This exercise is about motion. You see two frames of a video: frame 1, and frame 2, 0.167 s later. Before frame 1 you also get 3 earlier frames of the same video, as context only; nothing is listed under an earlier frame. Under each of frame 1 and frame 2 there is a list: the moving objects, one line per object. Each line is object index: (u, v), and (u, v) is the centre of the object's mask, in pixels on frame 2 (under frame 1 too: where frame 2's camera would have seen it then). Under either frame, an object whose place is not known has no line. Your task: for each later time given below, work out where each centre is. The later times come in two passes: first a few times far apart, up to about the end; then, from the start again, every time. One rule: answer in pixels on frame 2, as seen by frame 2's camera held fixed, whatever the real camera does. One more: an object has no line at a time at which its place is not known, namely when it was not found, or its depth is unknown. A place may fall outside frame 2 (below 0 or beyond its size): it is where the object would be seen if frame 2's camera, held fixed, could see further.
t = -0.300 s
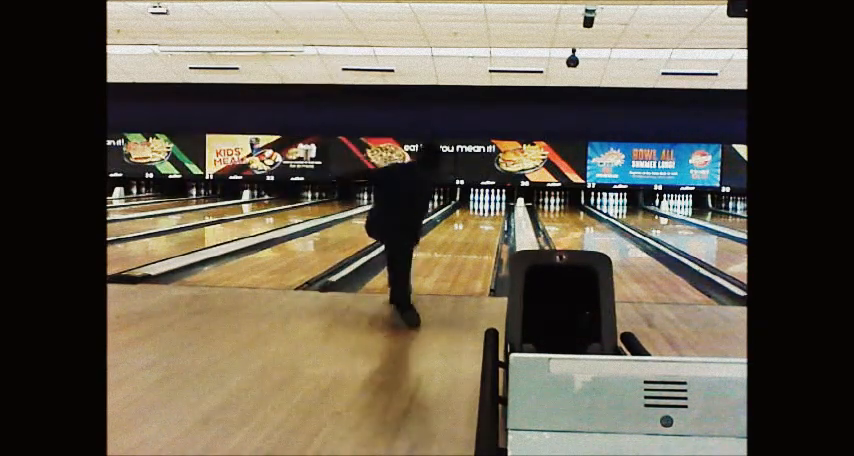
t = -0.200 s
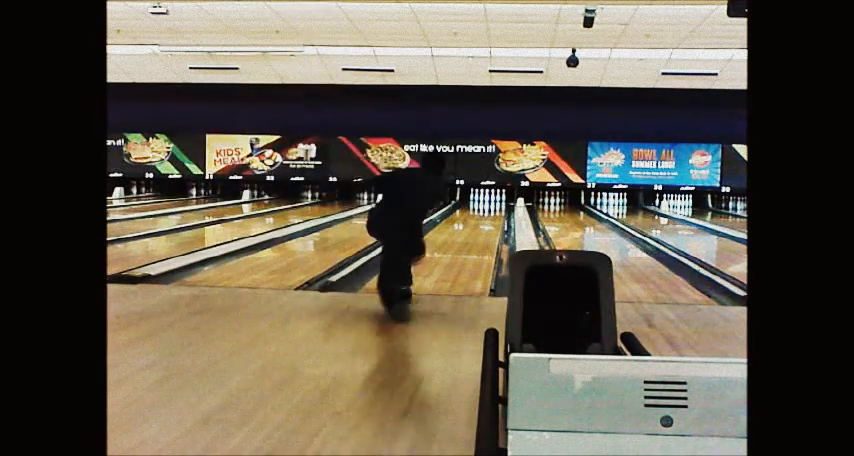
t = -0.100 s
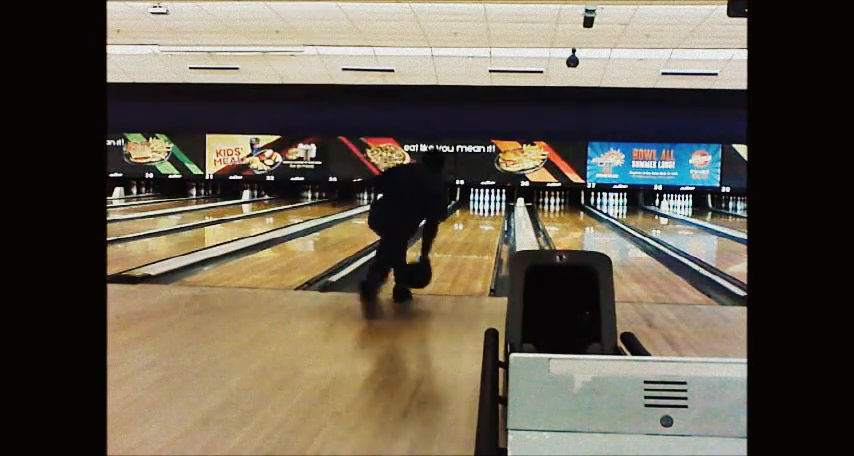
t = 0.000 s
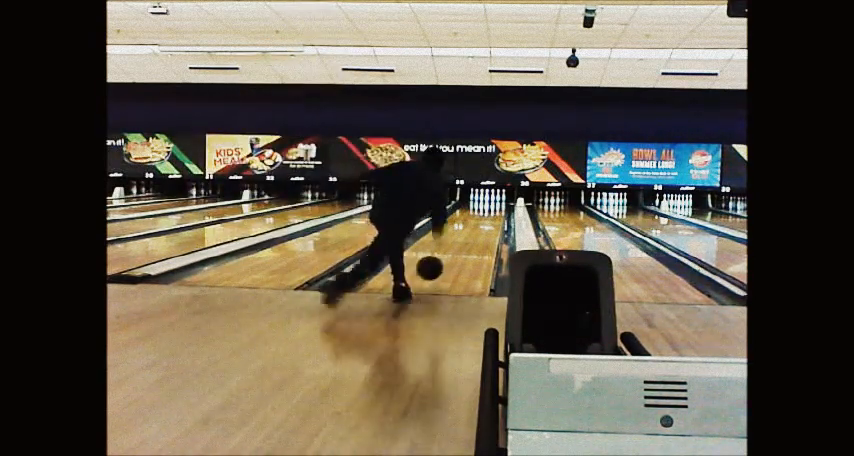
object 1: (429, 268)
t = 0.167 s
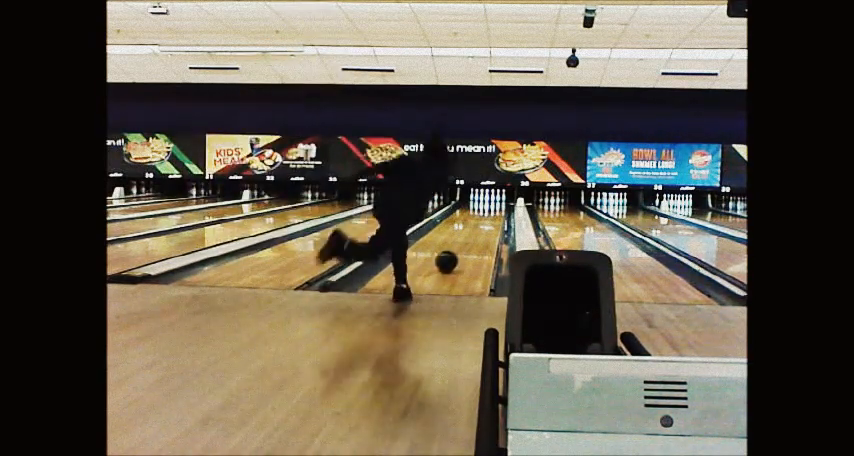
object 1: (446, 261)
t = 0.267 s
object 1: (454, 253)
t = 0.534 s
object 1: (469, 239)
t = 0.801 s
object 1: (479, 229)
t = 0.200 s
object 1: (449, 259)
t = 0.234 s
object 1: (452, 256)
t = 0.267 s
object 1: (454, 253)
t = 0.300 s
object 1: (456, 251)
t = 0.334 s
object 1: (458, 249)
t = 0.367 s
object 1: (460, 247)
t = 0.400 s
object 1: (463, 246)
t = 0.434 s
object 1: (464, 244)
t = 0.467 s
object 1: (466, 242)
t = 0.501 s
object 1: (468, 240)
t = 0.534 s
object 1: (469, 239)
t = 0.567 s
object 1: (471, 238)
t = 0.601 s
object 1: (472, 236)
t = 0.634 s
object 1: (473, 235)
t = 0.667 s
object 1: (475, 233)
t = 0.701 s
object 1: (476, 232)
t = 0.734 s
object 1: (477, 231)
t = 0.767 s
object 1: (478, 230)
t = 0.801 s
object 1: (479, 229)
